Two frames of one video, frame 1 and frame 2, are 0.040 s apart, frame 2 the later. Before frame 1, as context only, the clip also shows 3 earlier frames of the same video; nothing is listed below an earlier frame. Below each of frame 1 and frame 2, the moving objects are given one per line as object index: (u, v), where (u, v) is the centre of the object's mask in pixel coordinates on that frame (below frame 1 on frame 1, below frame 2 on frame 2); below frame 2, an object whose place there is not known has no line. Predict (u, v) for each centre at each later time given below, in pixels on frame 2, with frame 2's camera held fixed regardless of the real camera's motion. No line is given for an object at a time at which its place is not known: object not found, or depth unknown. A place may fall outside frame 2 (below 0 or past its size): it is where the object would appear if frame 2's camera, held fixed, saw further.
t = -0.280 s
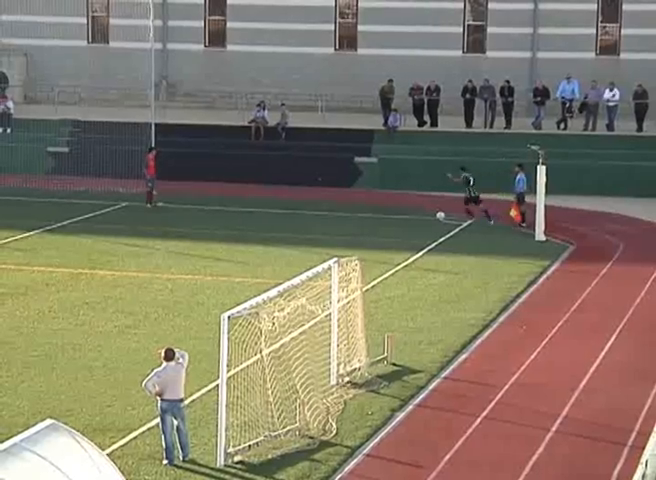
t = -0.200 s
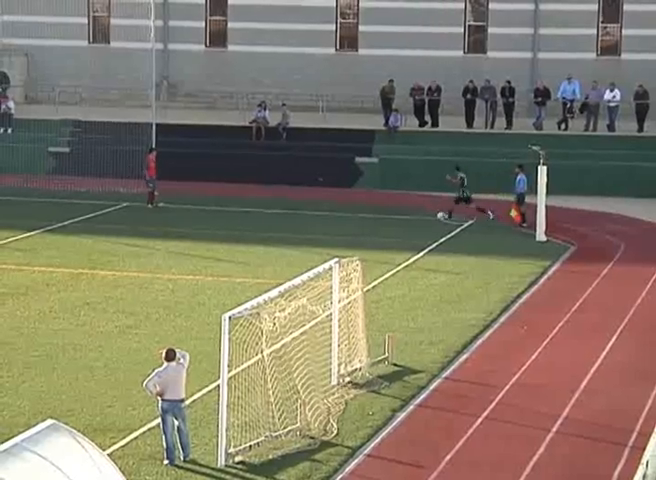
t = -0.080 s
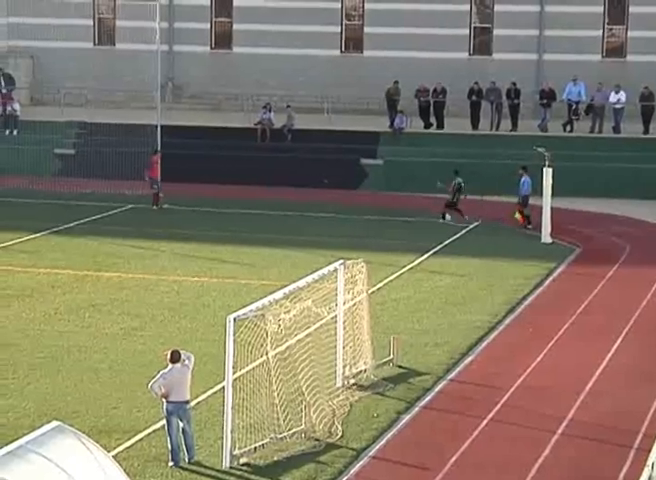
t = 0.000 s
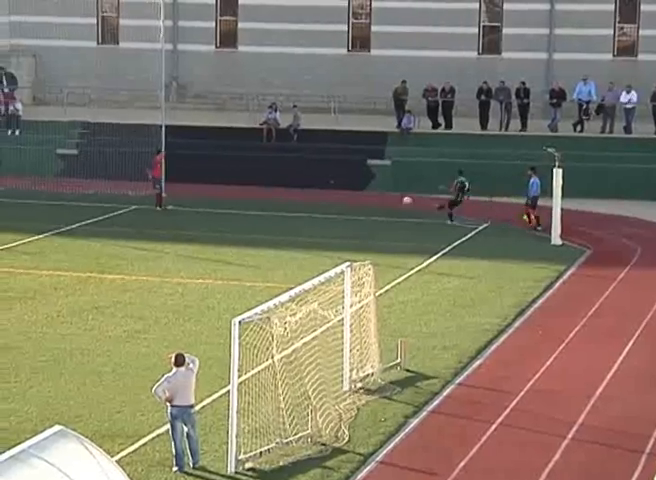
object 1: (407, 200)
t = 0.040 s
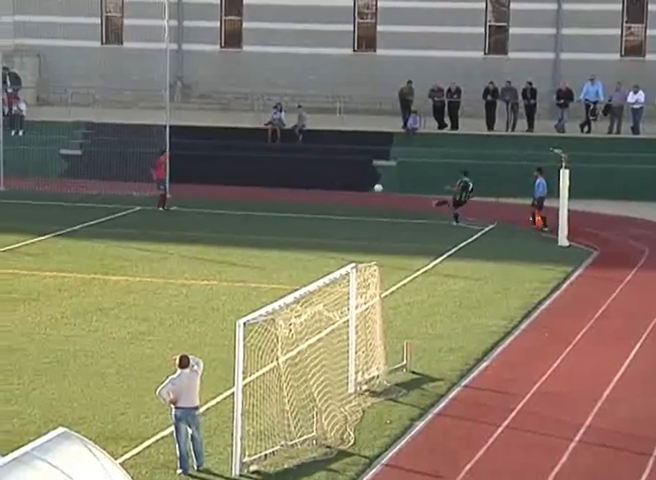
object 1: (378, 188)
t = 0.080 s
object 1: (343, 175)
